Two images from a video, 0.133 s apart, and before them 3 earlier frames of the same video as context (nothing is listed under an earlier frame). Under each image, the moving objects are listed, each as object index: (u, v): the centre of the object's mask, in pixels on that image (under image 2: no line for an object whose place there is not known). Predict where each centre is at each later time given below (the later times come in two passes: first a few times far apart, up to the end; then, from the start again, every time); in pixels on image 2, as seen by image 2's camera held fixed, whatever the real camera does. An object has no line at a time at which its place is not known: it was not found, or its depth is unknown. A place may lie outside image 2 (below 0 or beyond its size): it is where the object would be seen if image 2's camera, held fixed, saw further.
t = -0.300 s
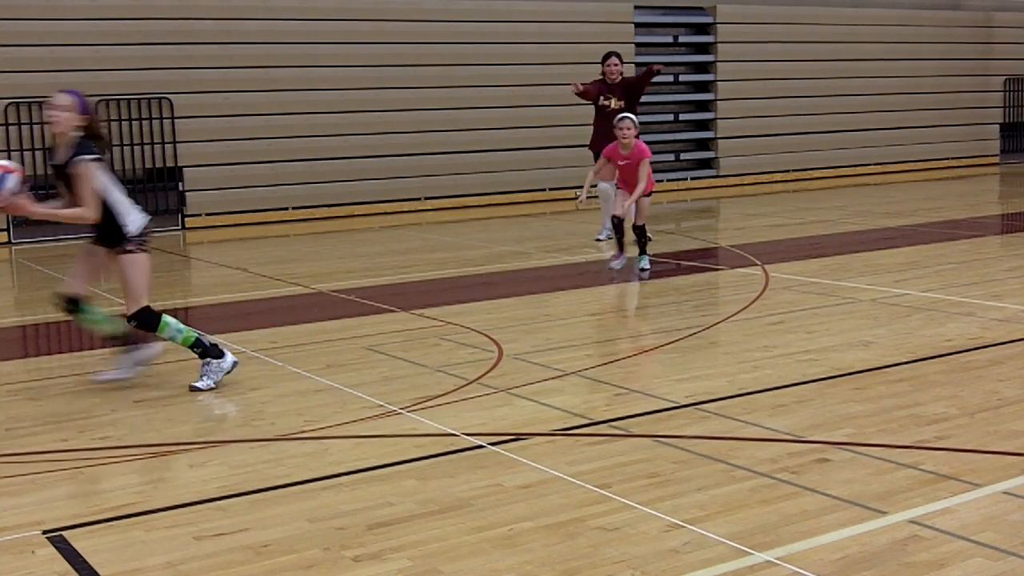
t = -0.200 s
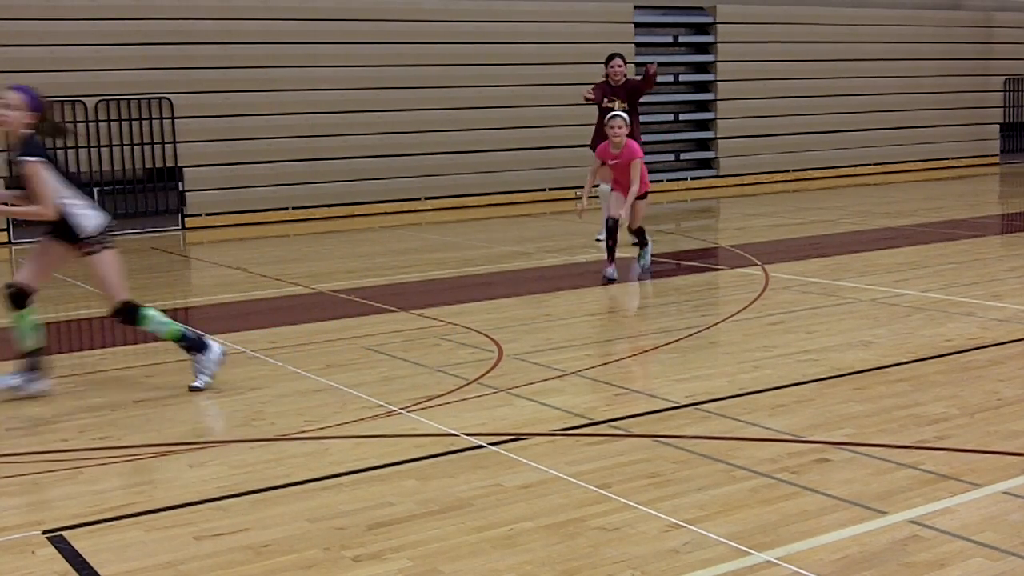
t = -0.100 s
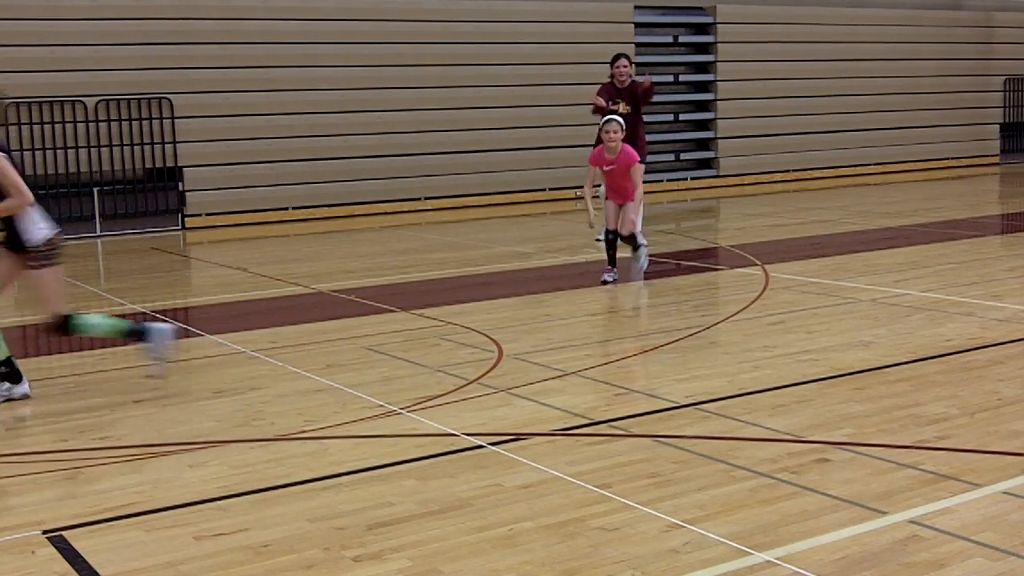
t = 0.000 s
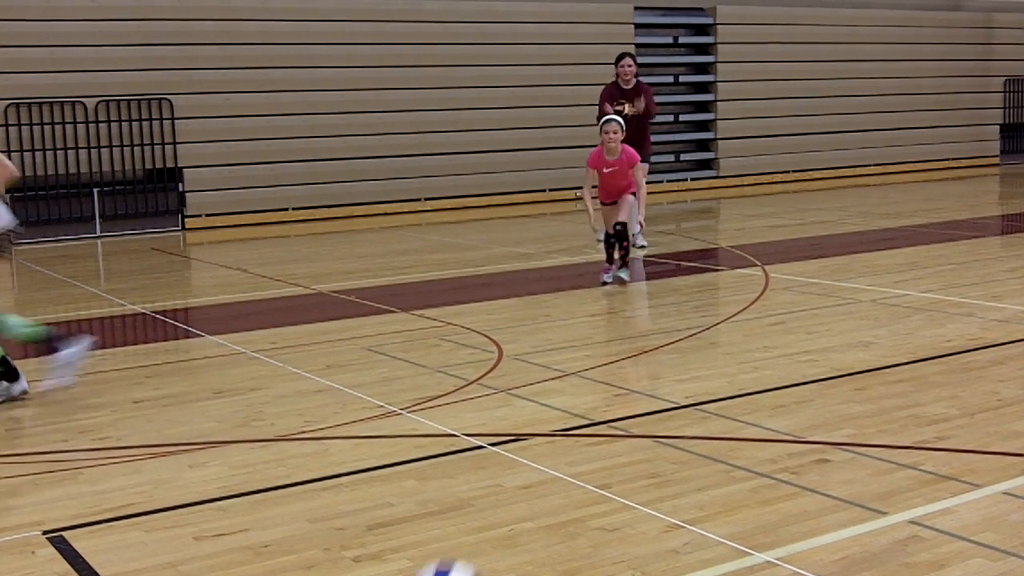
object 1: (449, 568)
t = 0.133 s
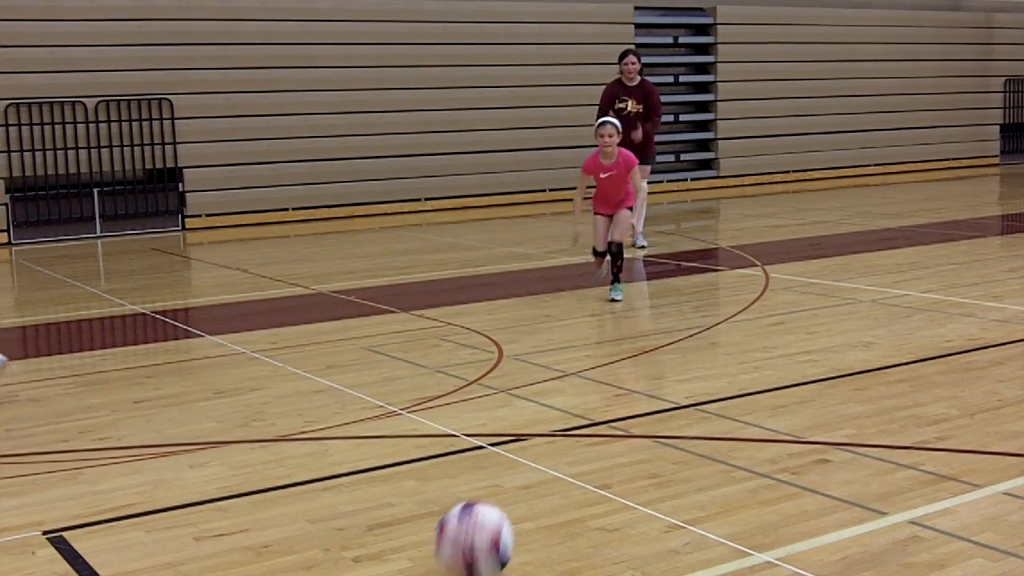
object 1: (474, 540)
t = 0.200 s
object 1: (486, 527)
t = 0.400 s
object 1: (513, 466)
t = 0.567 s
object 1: (532, 428)
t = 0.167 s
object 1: (481, 537)
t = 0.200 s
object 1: (486, 527)
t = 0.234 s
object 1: (491, 512)
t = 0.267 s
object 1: (496, 497)
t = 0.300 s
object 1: (500, 490)
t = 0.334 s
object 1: (505, 484)
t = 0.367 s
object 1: (509, 478)
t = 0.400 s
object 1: (513, 466)
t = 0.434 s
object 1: (517, 456)
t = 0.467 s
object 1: (521, 451)
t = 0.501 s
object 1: (524, 446)
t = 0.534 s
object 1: (528, 435)
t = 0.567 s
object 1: (532, 428)
